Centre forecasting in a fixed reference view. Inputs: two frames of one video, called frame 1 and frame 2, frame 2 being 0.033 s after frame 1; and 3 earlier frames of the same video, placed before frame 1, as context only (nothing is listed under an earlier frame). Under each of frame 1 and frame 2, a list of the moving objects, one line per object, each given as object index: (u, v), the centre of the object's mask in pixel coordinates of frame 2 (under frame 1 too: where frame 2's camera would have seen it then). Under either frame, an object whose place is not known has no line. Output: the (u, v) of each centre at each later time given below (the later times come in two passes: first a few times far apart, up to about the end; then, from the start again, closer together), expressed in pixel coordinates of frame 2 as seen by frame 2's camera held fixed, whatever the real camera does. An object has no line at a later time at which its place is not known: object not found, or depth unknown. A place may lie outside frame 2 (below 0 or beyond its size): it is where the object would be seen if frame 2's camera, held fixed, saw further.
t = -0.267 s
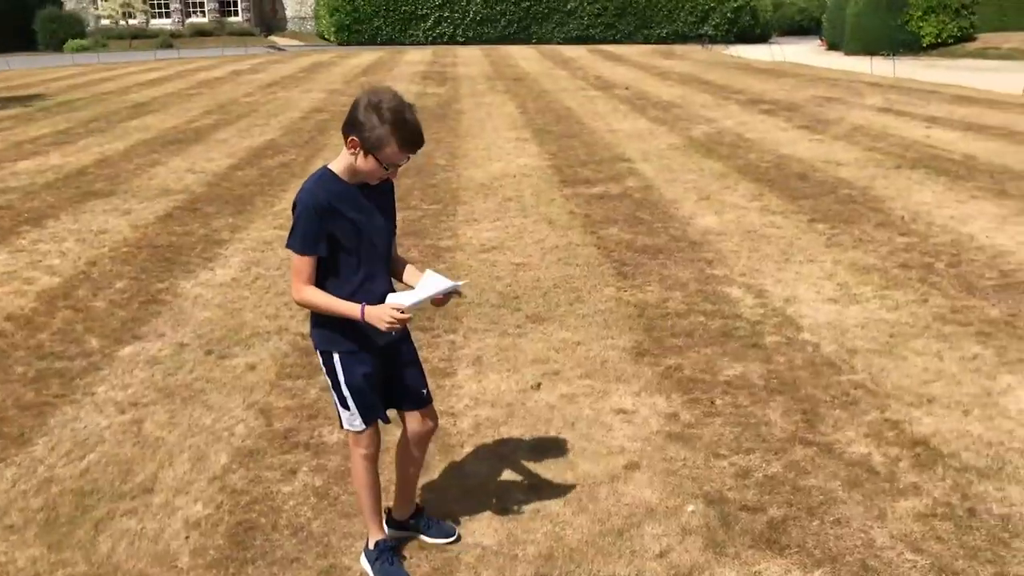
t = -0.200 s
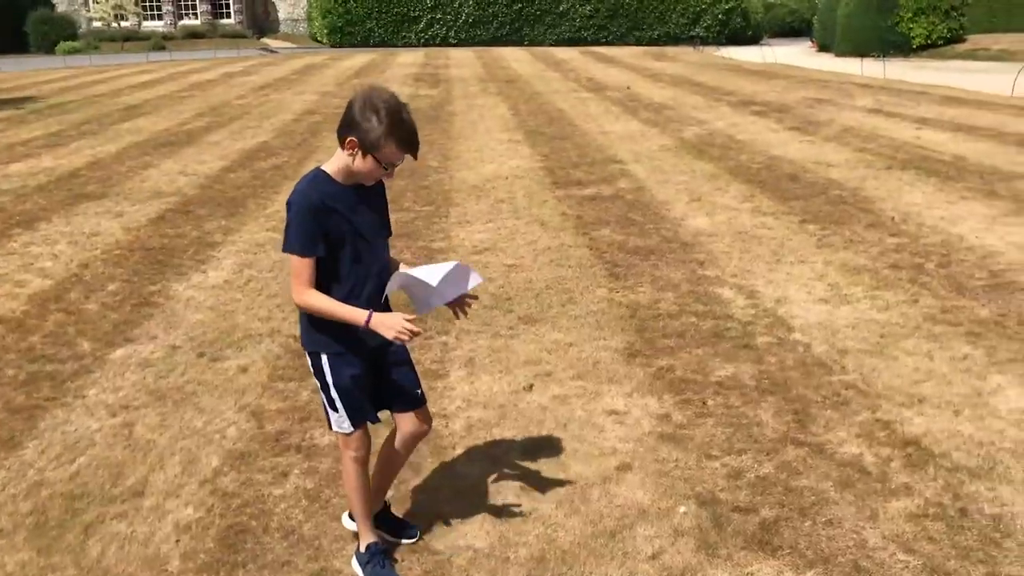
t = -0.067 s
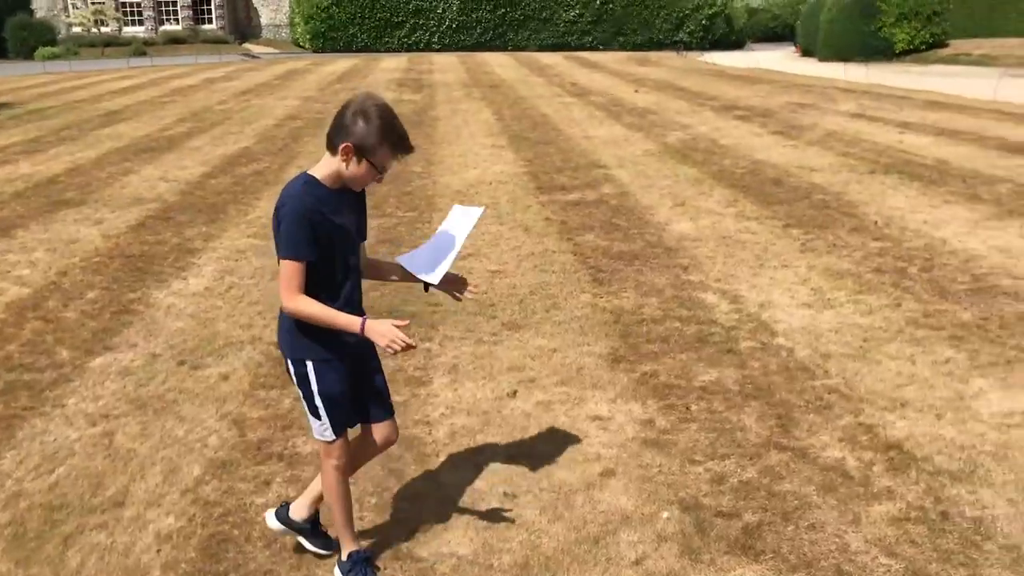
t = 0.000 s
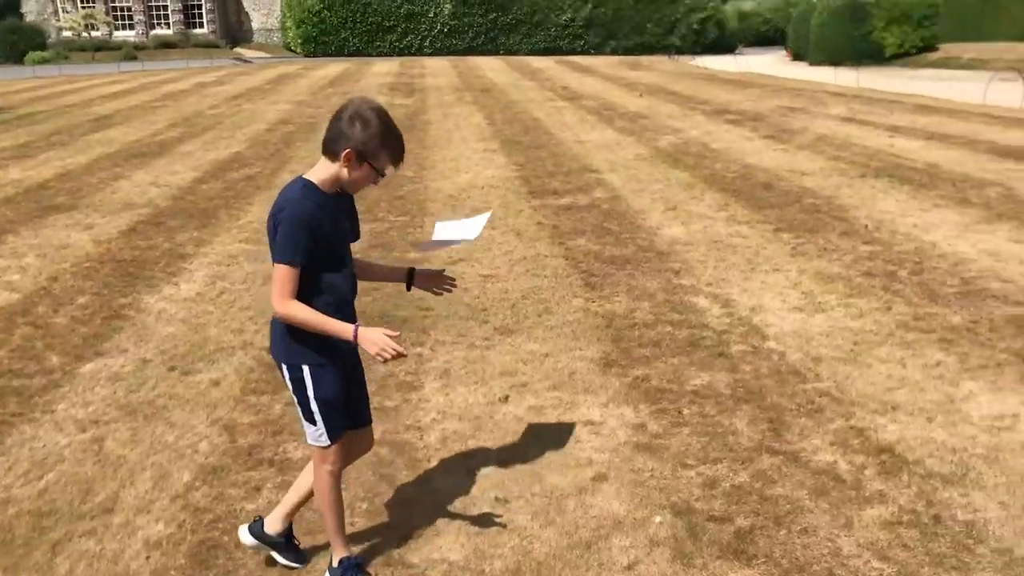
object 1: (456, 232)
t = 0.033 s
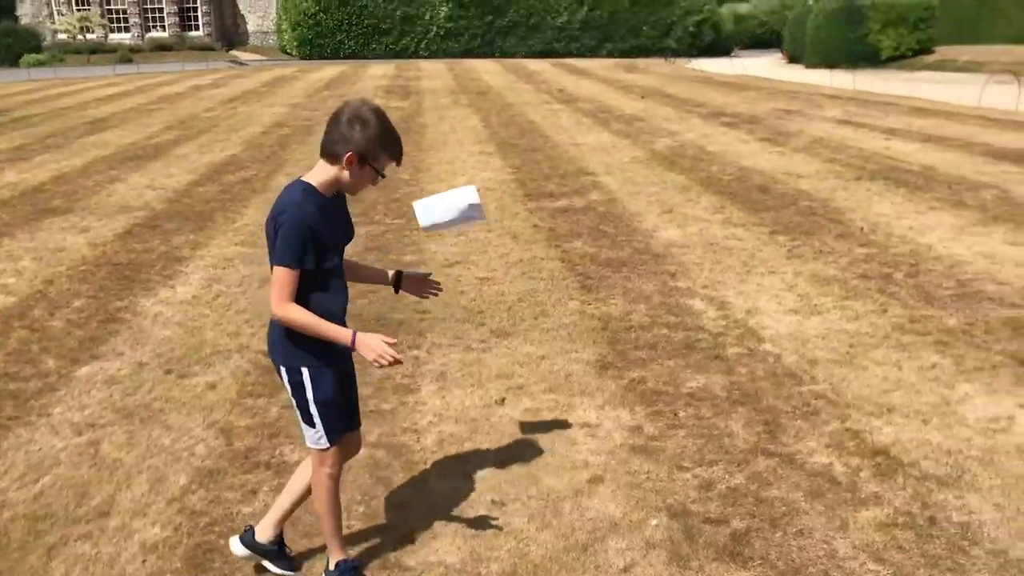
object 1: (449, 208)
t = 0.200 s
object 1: (503, 112)
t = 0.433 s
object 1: (640, -55)
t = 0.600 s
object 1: (683, -72)
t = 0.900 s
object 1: (768, -80)
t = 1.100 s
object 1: (832, -77)
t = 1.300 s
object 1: (827, -72)
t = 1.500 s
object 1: (770, -89)
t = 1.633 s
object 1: (764, -104)
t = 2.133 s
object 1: (832, -96)
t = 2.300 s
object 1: (855, -95)
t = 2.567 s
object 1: (873, -84)
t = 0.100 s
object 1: (463, 167)
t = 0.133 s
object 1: (474, 140)
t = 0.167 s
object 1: (488, 128)
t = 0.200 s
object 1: (503, 112)
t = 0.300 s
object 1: (539, 33)
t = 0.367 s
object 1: (583, -17)
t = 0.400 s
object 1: (602, -38)
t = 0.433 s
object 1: (640, -55)
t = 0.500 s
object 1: (651, -66)
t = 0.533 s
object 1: (653, -70)
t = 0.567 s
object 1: (669, -71)
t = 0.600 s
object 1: (683, -72)
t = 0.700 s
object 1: (716, -63)
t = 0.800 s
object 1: (740, -68)
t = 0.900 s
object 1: (768, -80)
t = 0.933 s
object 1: (779, -84)
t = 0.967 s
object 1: (791, -84)
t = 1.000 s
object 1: (803, -84)
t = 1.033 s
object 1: (812, -81)
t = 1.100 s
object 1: (832, -77)
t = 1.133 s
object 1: (838, -75)
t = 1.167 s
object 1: (843, -72)
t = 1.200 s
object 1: (845, -71)
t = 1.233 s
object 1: (841, -71)
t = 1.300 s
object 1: (827, -72)
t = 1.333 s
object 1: (816, -72)
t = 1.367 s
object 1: (804, -74)
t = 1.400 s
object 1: (792, -77)
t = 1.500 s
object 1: (770, -89)
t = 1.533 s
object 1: (766, -96)
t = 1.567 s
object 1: (764, -101)
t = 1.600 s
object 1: (763, -103)
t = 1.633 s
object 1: (764, -104)
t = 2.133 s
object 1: (832, -96)
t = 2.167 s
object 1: (839, -95)
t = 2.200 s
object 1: (845, -95)
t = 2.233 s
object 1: (848, -95)
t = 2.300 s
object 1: (855, -95)
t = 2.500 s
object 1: (872, -88)
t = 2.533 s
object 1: (871, -84)
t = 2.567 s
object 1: (873, -84)
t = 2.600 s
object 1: (874, -81)
